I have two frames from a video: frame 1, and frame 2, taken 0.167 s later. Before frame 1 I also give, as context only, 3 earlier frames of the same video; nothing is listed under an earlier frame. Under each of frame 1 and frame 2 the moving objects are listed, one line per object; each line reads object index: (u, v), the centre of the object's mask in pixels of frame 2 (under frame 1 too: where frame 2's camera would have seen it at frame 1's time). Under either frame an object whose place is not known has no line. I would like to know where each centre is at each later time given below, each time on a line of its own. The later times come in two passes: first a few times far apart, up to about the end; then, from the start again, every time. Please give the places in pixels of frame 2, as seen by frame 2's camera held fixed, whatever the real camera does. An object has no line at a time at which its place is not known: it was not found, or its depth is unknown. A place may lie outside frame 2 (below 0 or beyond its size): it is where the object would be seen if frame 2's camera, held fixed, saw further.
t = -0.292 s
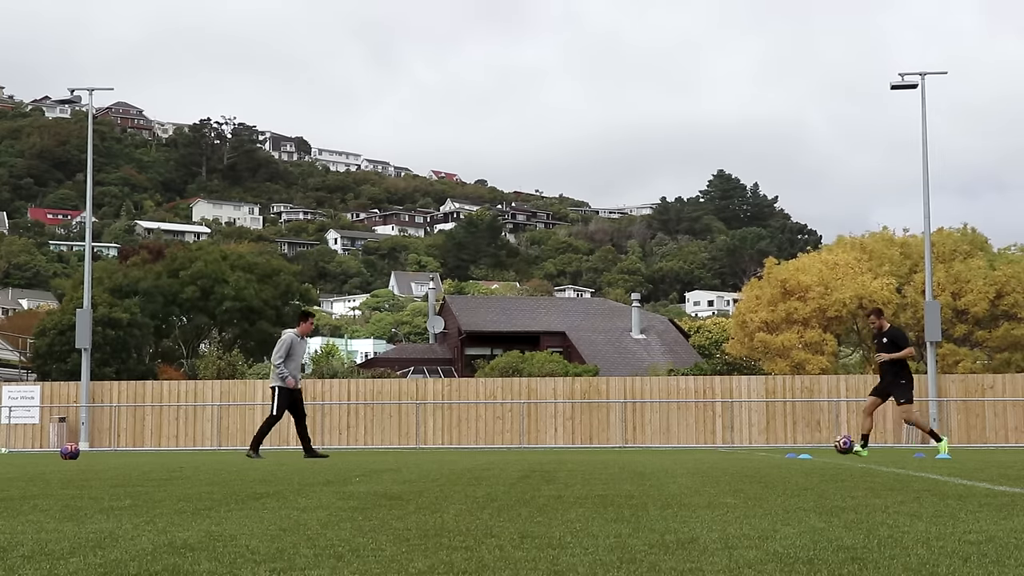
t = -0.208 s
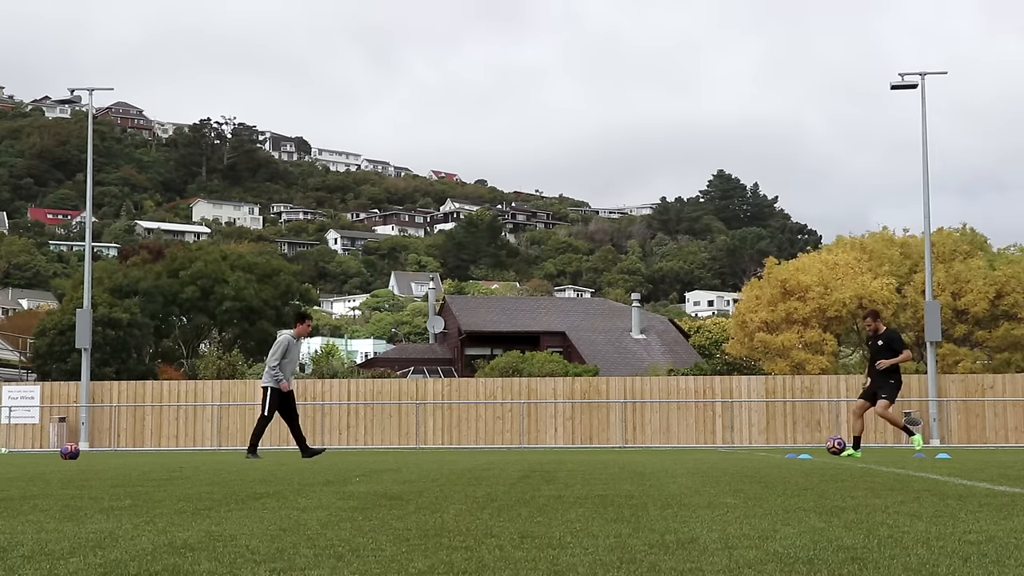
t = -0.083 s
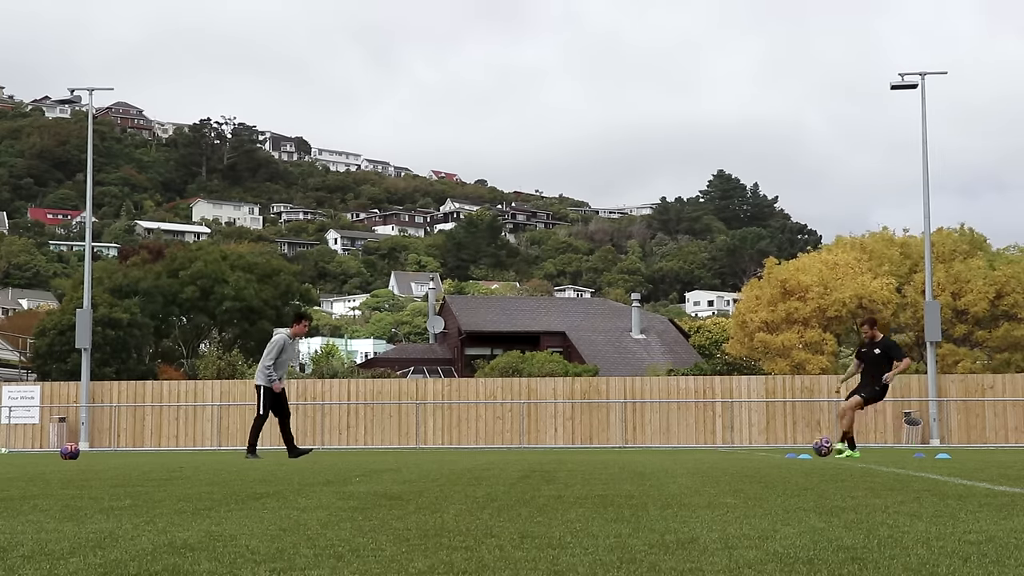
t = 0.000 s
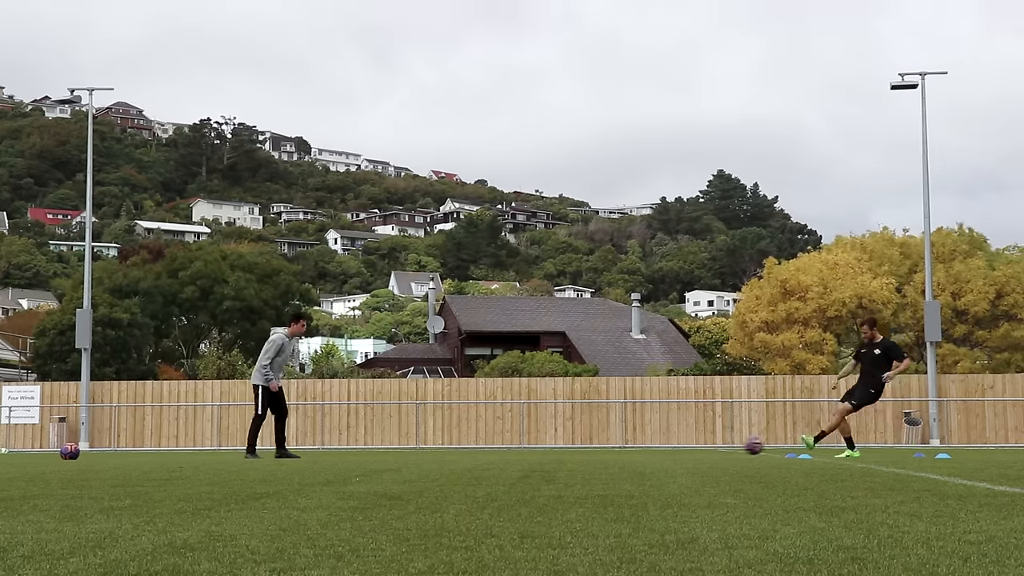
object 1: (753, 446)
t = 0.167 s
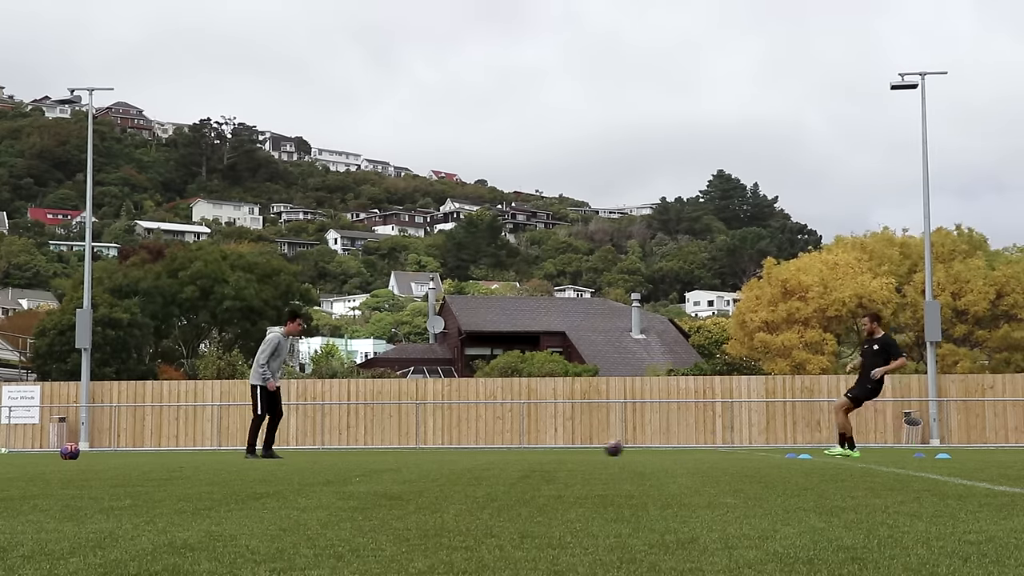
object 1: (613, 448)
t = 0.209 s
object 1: (583, 448)
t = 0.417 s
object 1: (445, 449)
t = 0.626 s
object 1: (336, 450)
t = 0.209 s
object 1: (583, 448)
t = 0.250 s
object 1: (552, 449)
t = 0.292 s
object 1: (522, 449)
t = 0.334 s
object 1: (496, 448)
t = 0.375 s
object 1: (471, 449)
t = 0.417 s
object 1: (445, 449)
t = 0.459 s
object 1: (422, 449)
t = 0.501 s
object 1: (400, 449)
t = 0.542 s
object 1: (378, 449)
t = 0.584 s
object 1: (357, 450)
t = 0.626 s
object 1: (336, 450)
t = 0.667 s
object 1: (316, 450)
